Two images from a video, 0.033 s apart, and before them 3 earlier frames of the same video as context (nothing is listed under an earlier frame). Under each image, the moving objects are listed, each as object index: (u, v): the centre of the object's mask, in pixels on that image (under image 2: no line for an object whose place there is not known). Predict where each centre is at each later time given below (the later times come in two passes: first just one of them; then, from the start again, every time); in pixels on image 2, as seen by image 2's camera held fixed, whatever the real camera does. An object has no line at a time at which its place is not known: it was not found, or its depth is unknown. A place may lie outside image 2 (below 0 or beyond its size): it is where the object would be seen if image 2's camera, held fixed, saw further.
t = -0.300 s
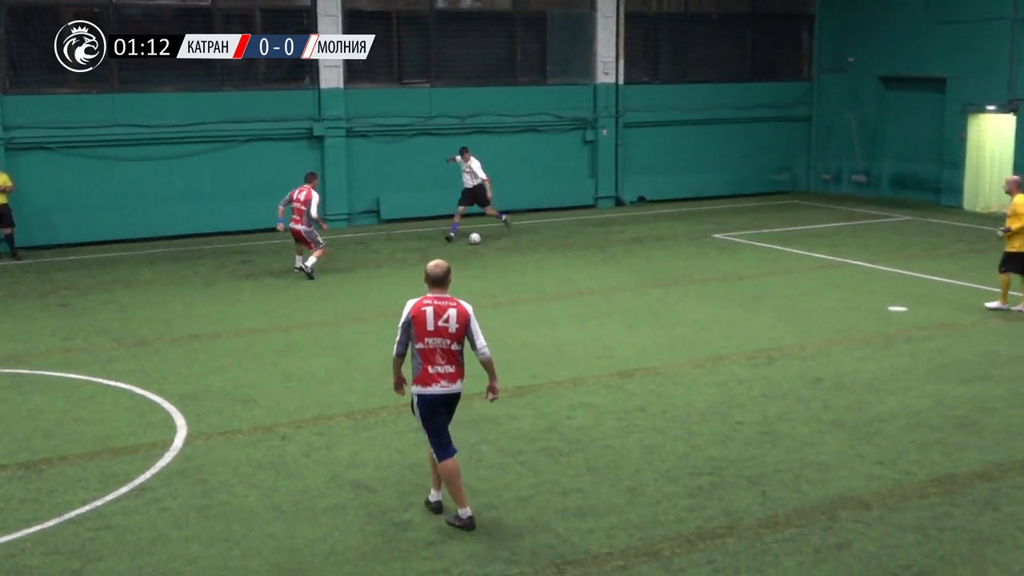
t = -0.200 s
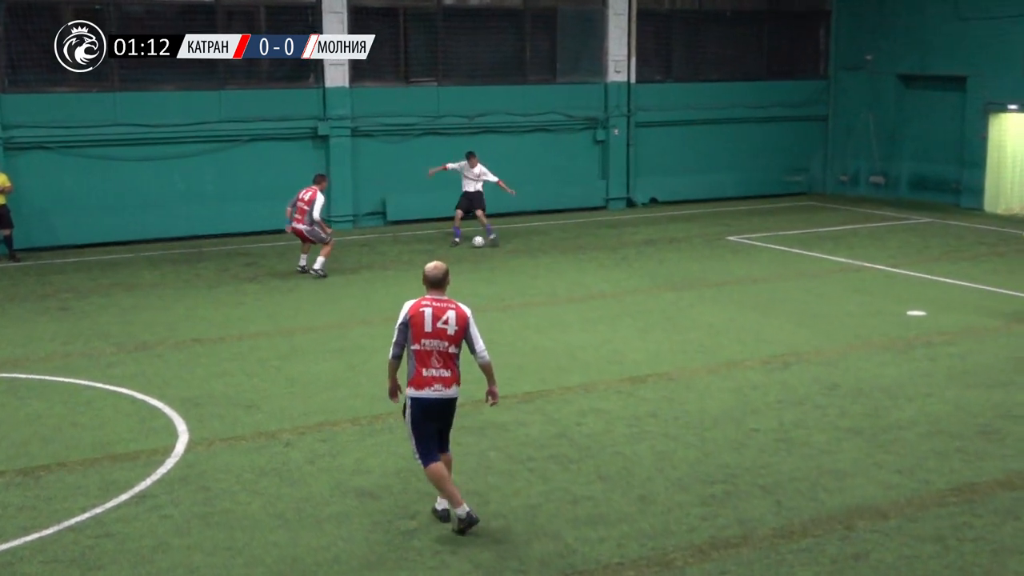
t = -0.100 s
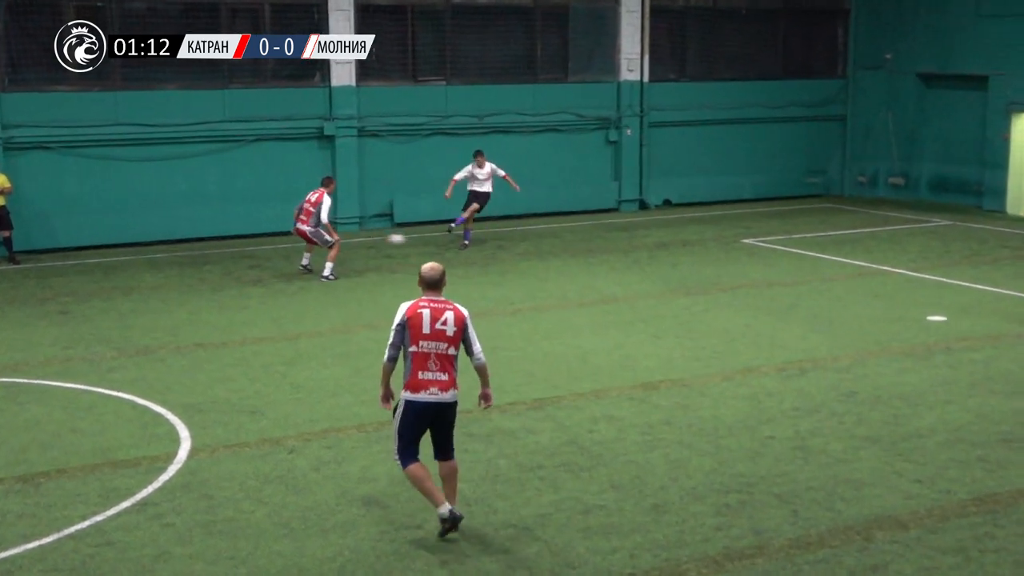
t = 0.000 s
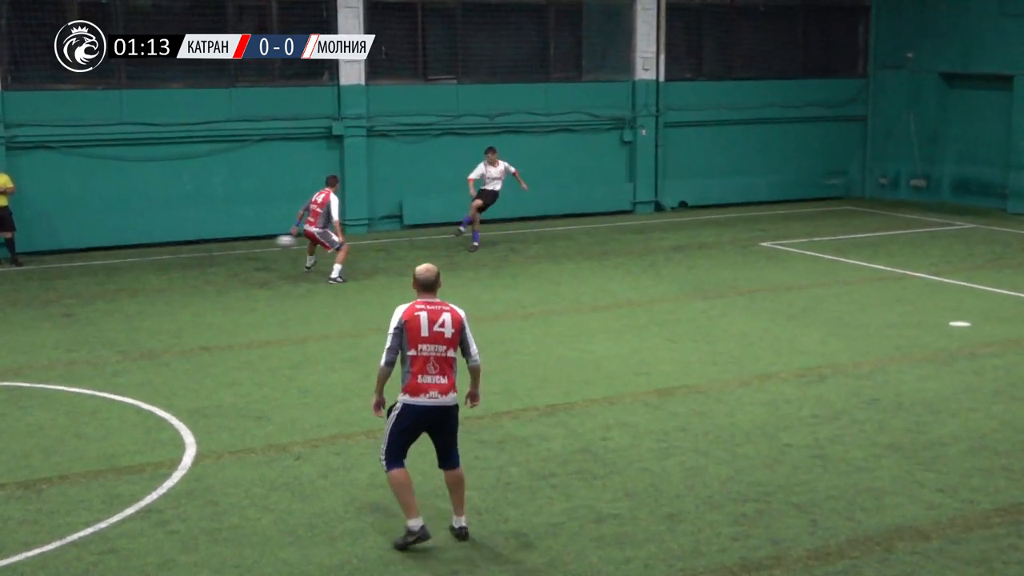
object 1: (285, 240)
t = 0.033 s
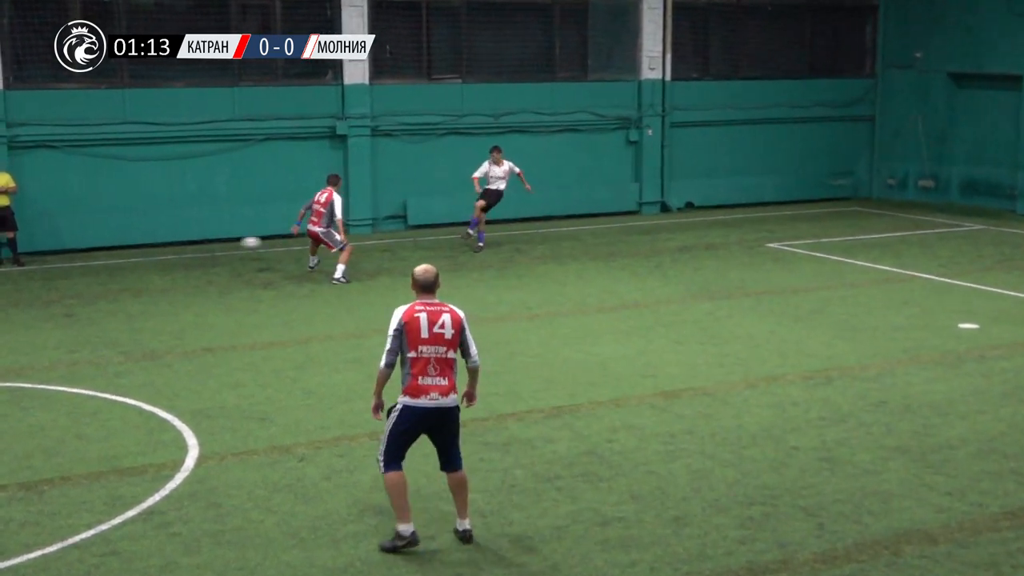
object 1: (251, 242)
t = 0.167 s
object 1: (81, 258)
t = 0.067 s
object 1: (211, 244)
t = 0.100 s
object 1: (158, 249)
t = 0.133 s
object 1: (120, 253)
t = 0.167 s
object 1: (81, 258)
